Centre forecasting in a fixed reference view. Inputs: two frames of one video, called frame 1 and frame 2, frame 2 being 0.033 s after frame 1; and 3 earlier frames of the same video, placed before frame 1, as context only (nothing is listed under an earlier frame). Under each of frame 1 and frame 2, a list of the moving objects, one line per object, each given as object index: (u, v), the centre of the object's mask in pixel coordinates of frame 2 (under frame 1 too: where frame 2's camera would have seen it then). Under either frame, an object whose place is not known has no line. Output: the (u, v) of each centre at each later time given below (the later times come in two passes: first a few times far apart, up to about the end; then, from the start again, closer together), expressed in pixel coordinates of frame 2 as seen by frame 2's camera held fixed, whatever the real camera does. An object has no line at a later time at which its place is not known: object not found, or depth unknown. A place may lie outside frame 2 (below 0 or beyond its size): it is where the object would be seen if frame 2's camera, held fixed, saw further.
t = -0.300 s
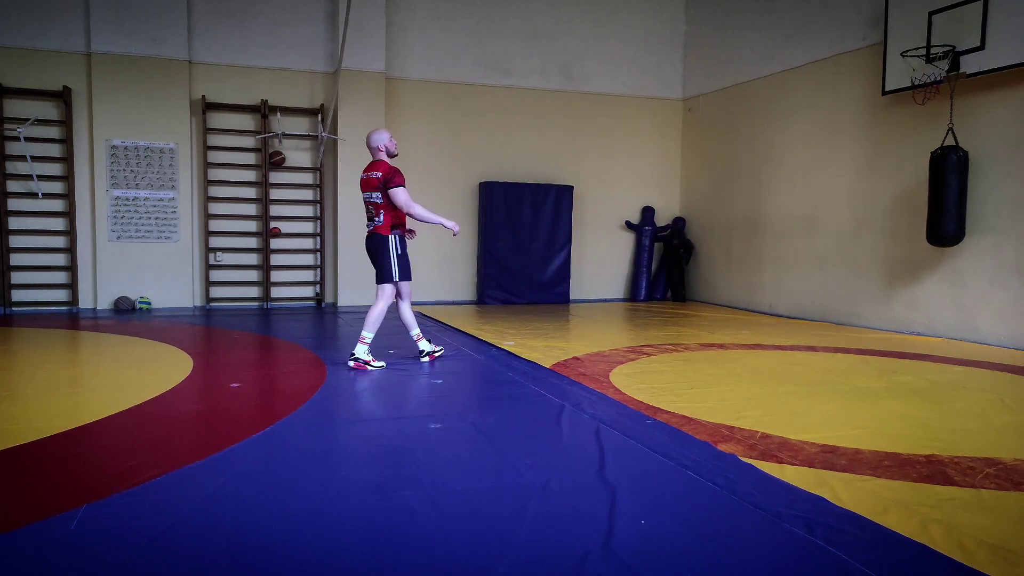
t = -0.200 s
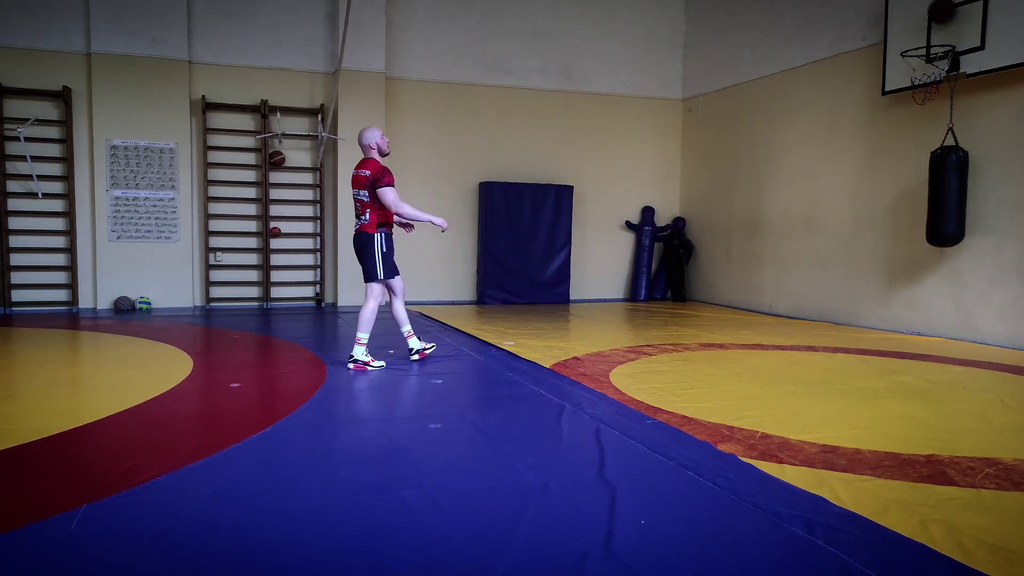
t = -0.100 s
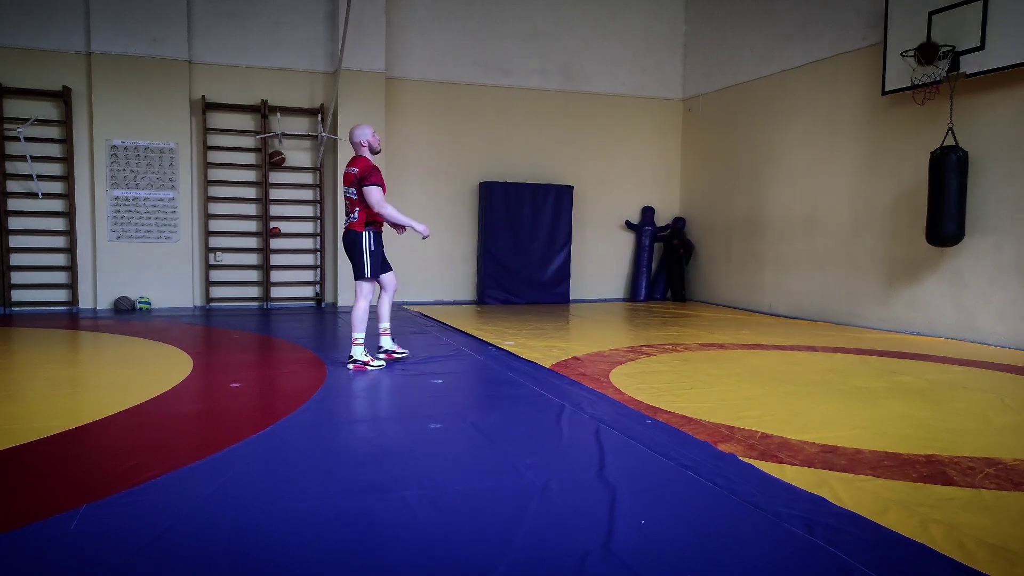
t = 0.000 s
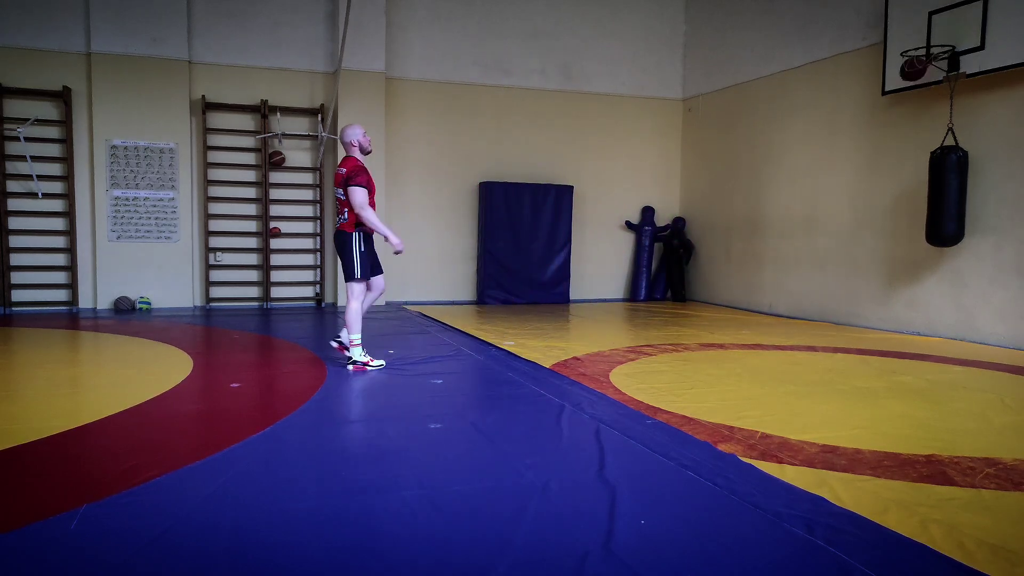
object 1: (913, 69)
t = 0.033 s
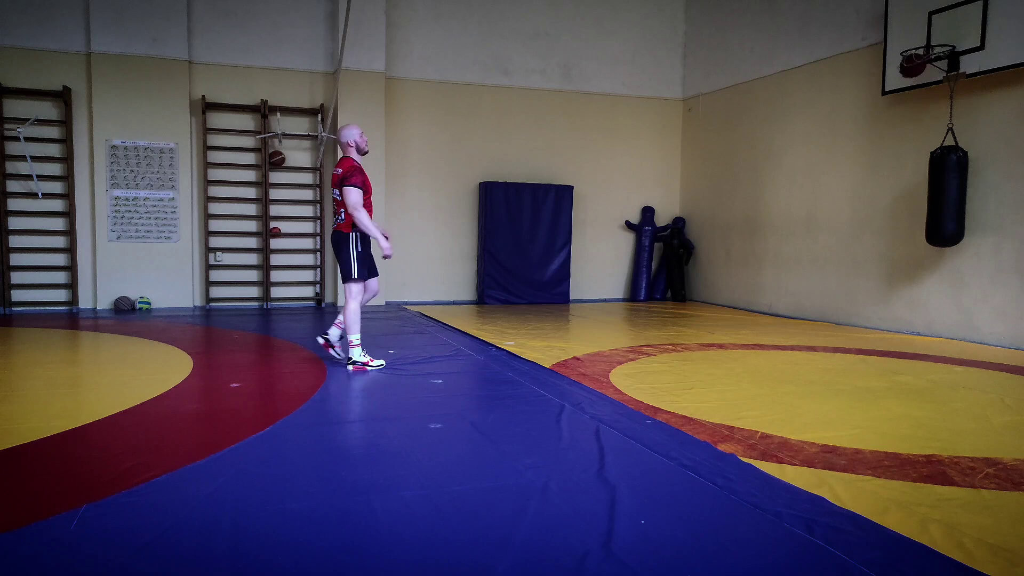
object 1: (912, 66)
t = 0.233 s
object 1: (922, 76)
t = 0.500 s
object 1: (939, 150)
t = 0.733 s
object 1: (938, 226)
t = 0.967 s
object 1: (932, 332)
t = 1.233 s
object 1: (928, 253)
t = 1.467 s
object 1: (922, 239)
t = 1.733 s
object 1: (910, 296)
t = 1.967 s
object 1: (902, 325)
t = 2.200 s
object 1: (899, 295)
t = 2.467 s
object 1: (891, 342)
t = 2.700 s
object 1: (888, 337)
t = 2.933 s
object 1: (884, 353)
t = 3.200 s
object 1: (880, 360)
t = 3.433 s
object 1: (875, 381)
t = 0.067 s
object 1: (912, 64)
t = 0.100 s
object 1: (915, 65)
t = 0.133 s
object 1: (916, 66)
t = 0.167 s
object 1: (918, 69)
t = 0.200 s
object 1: (920, 72)
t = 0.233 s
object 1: (922, 76)
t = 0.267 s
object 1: (925, 81)
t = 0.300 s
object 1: (927, 88)
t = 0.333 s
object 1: (930, 96)
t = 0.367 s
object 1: (931, 104)
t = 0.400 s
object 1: (934, 114)
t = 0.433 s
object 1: (936, 125)
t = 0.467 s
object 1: (937, 137)
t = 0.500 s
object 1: (939, 150)
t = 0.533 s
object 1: (941, 160)
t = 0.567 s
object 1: (940, 169)
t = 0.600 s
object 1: (940, 178)
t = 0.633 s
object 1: (939, 189)
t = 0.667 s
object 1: (939, 200)
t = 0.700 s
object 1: (938, 213)
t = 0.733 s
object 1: (938, 226)
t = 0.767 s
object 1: (937, 241)
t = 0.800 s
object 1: (936, 258)
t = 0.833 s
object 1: (935, 275)
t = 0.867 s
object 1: (934, 293)
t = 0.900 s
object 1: (933, 313)
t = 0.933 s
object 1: (932, 334)
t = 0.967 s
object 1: (932, 332)
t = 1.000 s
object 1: (931, 319)
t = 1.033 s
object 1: (931, 307)
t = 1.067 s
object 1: (931, 295)
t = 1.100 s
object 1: (930, 285)
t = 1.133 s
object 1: (930, 275)
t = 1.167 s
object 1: (930, 267)
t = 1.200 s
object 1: (929, 259)
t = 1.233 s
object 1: (928, 253)
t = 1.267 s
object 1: (927, 248)
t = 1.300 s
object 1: (927, 243)
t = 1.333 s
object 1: (926, 240)
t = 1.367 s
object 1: (925, 238)
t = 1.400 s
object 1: (924, 237)
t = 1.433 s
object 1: (923, 237)
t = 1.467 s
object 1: (922, 239)
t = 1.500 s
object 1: (921, 241)
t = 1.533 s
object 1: (919, 245)
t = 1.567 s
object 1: (918, 250)
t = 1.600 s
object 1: (916, 257)
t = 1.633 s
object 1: (915, 264)
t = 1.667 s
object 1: (913, 273)
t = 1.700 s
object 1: (912, 284)
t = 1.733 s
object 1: (910, 296)
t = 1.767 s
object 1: (908, 309)
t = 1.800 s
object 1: (906, 324)
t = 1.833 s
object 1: (904, 340)
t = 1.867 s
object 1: (902, 355)
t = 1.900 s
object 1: (902, 344)
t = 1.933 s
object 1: (902, 334)
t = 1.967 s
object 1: (902, 325)
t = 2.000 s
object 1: (902, 317)
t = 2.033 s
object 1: (902, 310)
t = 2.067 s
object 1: (901, 304)
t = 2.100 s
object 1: (901, 300)
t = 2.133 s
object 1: (900, 297)
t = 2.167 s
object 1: (900, 295)
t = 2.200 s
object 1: (899, 295)
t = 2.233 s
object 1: (898, 296)
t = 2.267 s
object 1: (898, 298)
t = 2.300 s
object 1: (897, 302)
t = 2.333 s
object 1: (896, 307)
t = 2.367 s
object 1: (895, 313)
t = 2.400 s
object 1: (894, 321)
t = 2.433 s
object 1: (892, 331)
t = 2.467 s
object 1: (891, 342)
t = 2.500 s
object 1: (890, 355)
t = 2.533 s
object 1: (889, 368)
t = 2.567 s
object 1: (889, 359)
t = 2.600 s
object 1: (889, 352)
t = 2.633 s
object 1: (889, 346)
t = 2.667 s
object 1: (888, 341)
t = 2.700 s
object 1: (888, 337)
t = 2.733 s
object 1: (888, 335)
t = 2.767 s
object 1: (887, 334)
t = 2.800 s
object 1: (887, 334)
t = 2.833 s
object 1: (886, 337)
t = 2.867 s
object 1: (886, 341)
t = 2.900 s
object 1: (885, 346)
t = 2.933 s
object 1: (884, 353)
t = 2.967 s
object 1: (883, 362)
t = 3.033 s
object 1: (881, 377)
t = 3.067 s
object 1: (881, 370)
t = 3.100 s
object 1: (881, 366)
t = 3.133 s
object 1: (881, 362)
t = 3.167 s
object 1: (880, 361)
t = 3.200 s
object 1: (880, 360)
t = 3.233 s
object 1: (879, 362)
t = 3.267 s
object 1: (879, 365)
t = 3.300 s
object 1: (878, 370)
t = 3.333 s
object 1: (877, 377)
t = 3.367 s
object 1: (876, 386)
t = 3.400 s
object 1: (876, 385)
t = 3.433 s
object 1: (875, 381)
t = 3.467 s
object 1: (875, 379)
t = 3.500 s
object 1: (874, 378)
